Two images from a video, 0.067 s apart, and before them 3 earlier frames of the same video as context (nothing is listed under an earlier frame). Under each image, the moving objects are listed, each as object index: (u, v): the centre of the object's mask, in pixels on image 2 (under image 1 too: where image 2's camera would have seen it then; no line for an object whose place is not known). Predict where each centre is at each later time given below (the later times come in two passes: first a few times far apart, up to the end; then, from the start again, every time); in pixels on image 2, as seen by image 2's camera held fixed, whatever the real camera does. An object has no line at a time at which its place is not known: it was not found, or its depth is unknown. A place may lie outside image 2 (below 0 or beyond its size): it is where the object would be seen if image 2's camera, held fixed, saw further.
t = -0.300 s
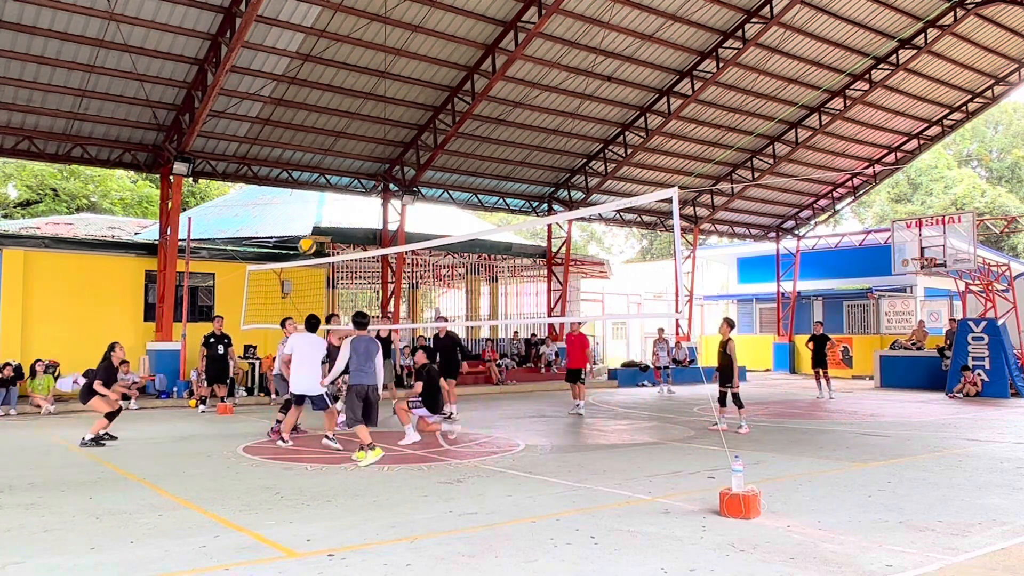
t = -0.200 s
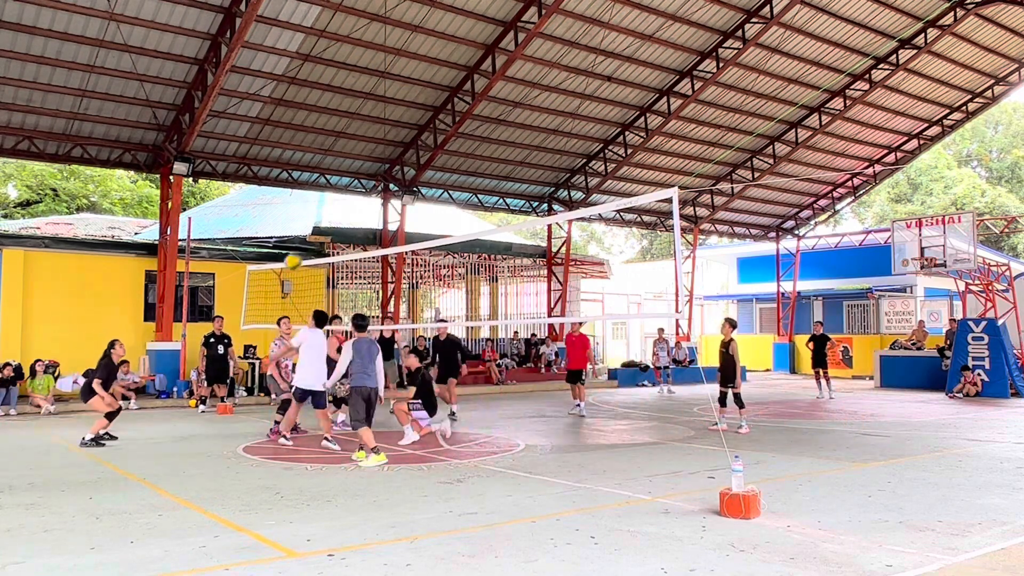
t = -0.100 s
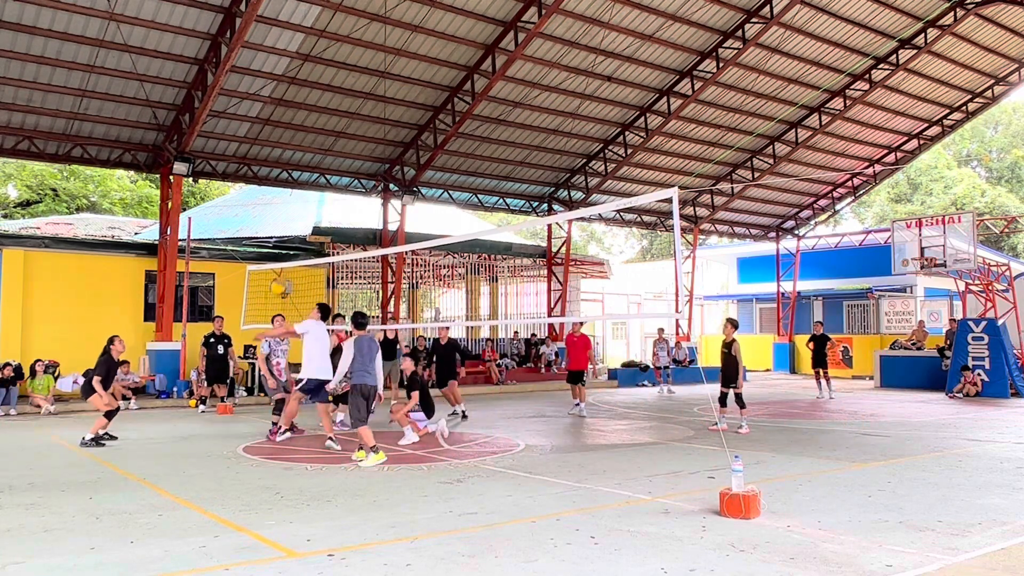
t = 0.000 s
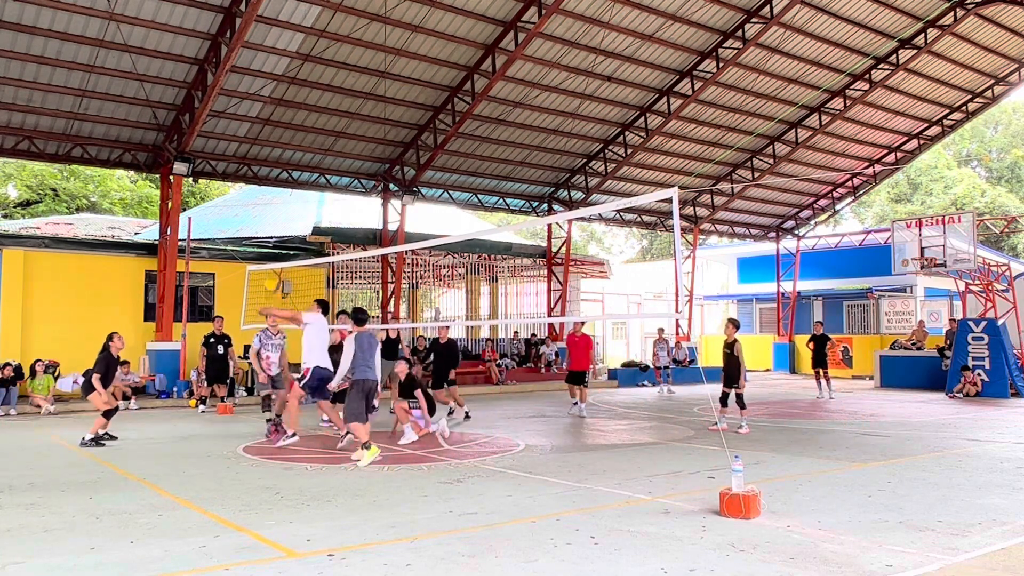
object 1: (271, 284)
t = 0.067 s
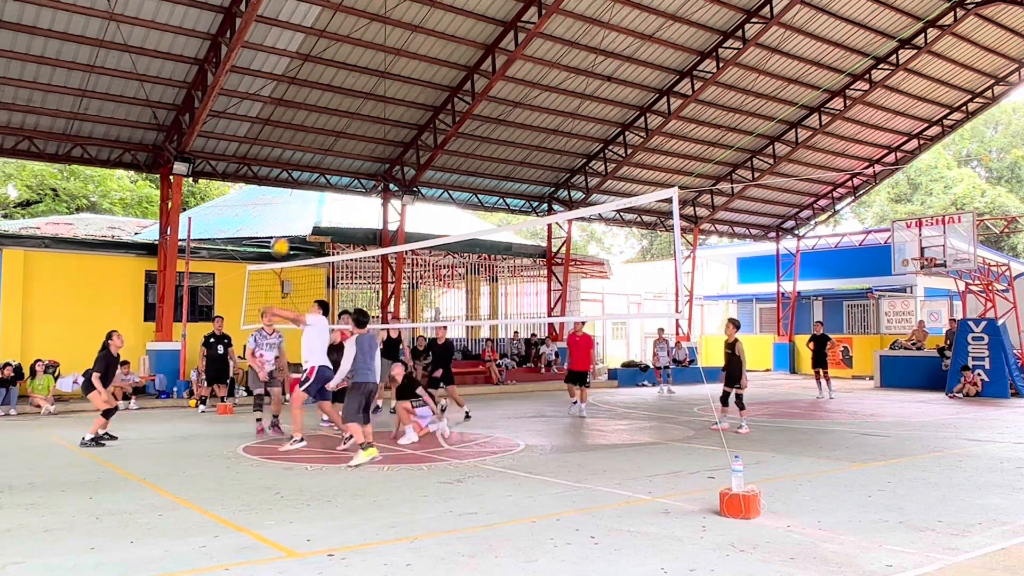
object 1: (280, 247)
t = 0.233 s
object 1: (297, 163)
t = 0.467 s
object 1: (318, 89)
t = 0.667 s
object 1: (338, 60)
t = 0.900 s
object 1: (361, 72)
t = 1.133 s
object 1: (386, 138)
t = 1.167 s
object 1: (390, 153)
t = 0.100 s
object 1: (283, 228)
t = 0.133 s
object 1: (286, 211)
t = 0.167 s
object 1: (290, 193)
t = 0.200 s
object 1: (293, 179)
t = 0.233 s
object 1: (297, 163)
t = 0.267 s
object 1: (299, 151)
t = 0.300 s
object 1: (302, 138)
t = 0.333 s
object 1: (305, 126)
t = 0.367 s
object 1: (308, 115)
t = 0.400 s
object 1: (311, 105)
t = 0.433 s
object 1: (314, 97)
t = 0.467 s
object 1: (318, 89)
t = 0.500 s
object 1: (321, 82)
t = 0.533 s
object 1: (324, 76)
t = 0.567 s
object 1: (327, 70)
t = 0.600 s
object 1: (331, 65)
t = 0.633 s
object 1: (334, 62)
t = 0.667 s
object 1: (338, 60)
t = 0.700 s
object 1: (341, 58)
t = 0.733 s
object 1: (344, 58)
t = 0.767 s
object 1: (347, 59)
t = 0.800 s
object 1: (351, 61)
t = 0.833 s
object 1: (354, 63)
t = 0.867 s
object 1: (358, 67)
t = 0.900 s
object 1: (361, 72)
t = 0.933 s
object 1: (365, 79)
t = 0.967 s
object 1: (368, 86)
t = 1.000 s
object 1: (372, 95)
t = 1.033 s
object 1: (375, 104)
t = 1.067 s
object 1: (379, 114)
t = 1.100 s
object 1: (382, 125)
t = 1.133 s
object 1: (386, 138)
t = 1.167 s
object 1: (390, 153)
